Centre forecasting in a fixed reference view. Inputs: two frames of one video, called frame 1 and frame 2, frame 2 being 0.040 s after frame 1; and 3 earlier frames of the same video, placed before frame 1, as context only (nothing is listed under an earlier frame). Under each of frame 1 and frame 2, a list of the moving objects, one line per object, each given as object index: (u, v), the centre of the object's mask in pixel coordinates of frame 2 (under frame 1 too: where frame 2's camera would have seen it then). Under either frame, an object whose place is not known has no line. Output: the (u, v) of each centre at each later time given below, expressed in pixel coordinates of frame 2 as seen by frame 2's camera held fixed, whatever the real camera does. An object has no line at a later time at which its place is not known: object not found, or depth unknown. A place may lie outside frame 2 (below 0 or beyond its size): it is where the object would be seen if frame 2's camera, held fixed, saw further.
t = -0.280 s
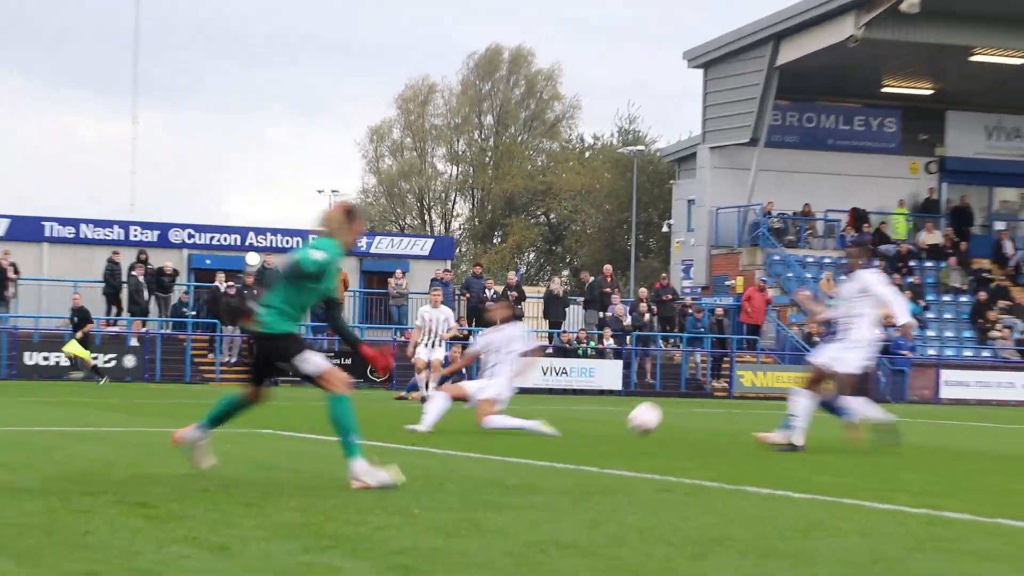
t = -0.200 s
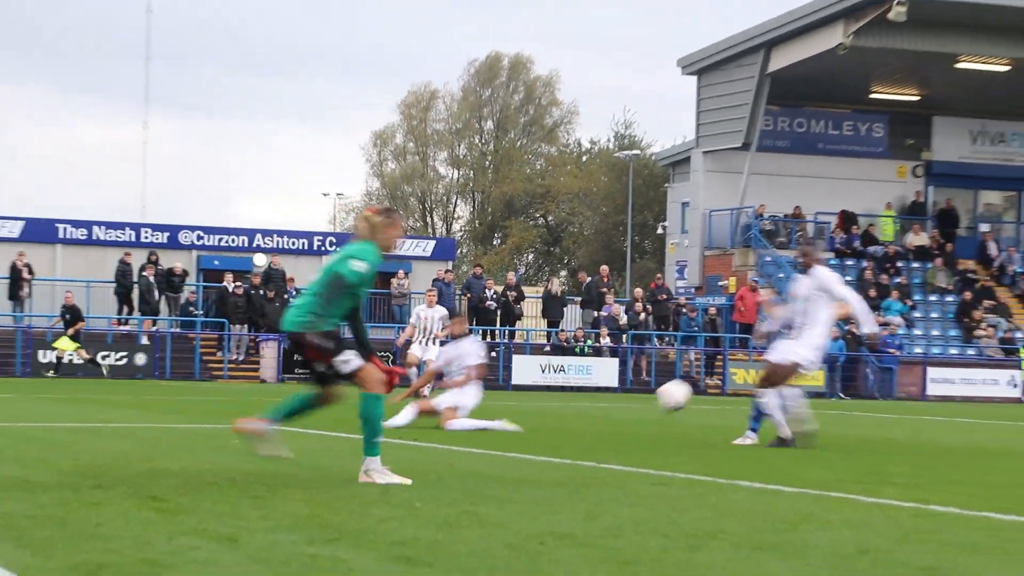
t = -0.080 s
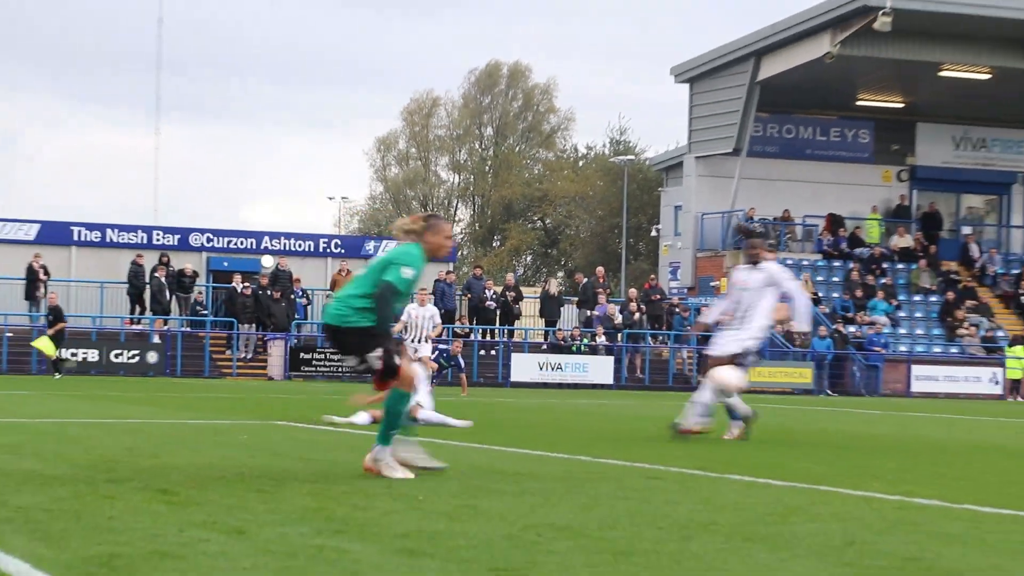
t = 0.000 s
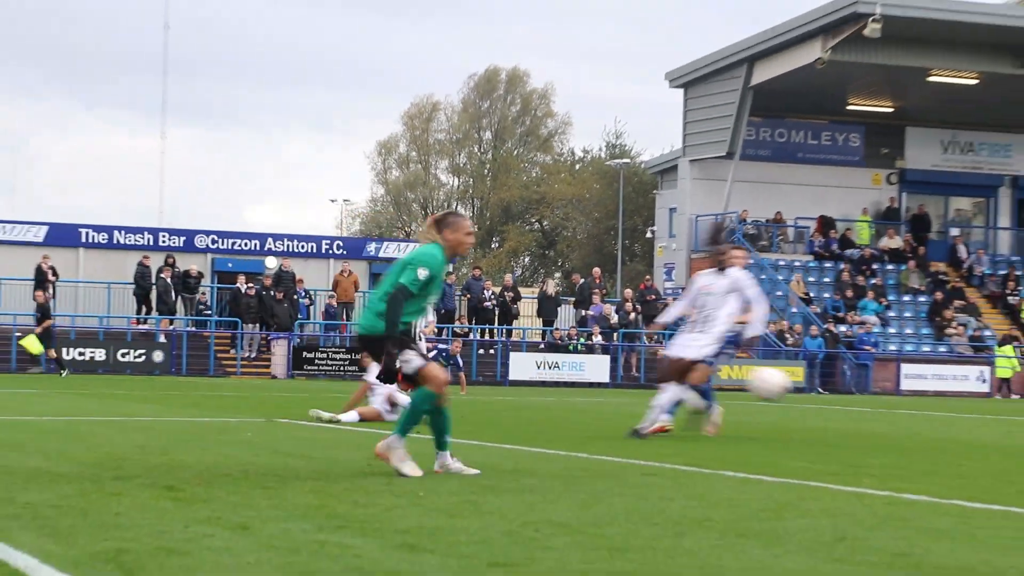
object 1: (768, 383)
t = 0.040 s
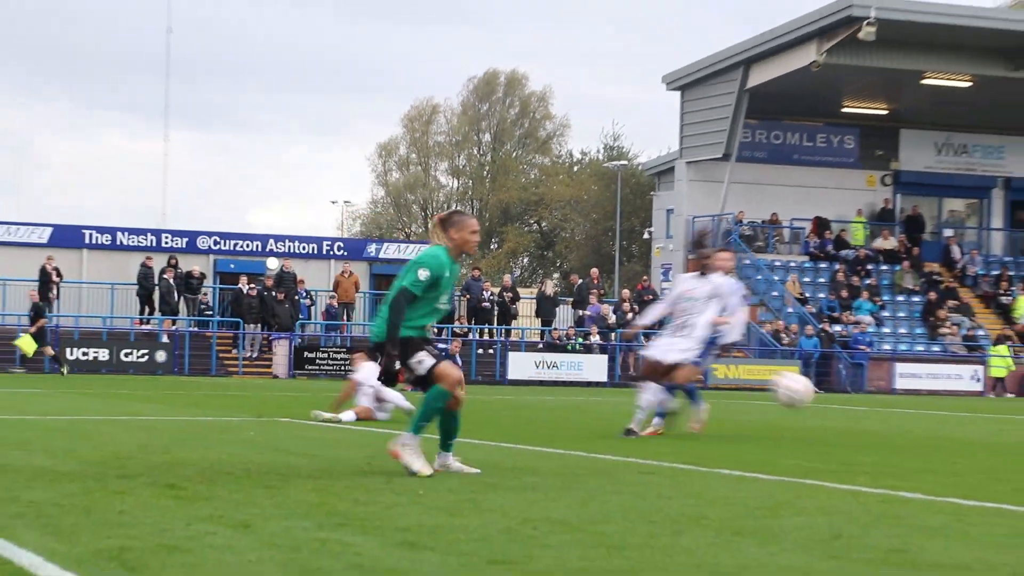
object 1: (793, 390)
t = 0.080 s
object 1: (813, 396)
